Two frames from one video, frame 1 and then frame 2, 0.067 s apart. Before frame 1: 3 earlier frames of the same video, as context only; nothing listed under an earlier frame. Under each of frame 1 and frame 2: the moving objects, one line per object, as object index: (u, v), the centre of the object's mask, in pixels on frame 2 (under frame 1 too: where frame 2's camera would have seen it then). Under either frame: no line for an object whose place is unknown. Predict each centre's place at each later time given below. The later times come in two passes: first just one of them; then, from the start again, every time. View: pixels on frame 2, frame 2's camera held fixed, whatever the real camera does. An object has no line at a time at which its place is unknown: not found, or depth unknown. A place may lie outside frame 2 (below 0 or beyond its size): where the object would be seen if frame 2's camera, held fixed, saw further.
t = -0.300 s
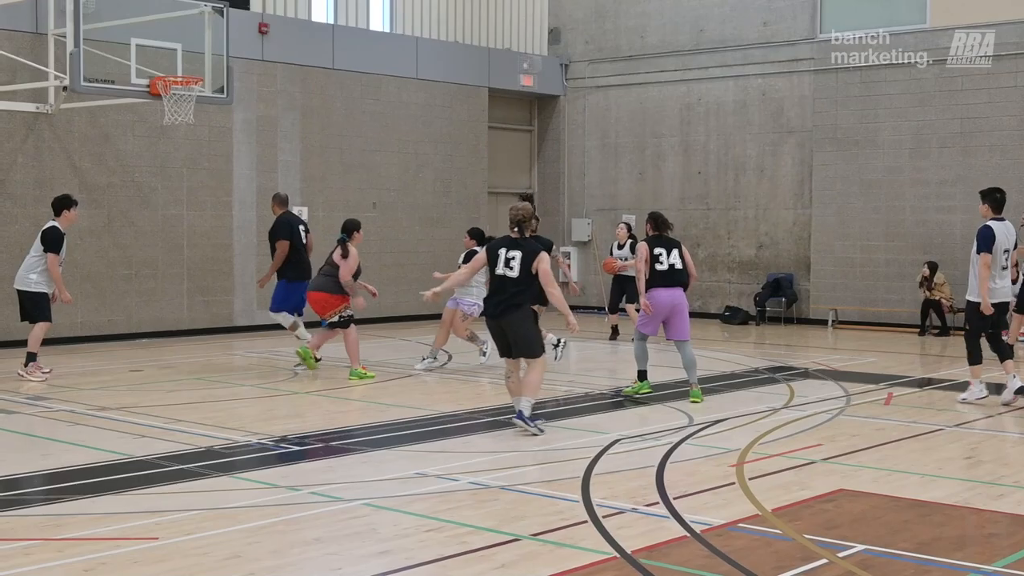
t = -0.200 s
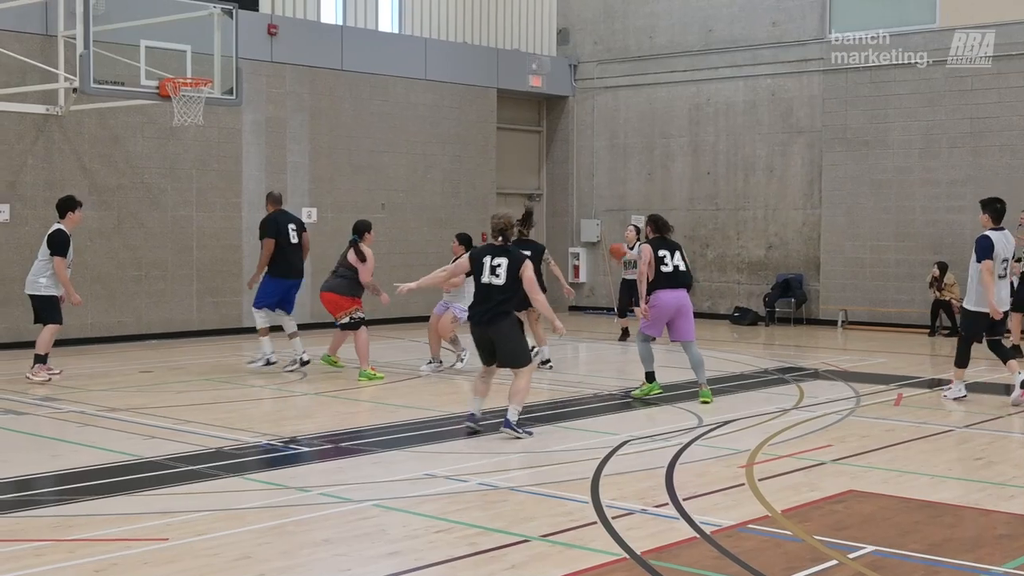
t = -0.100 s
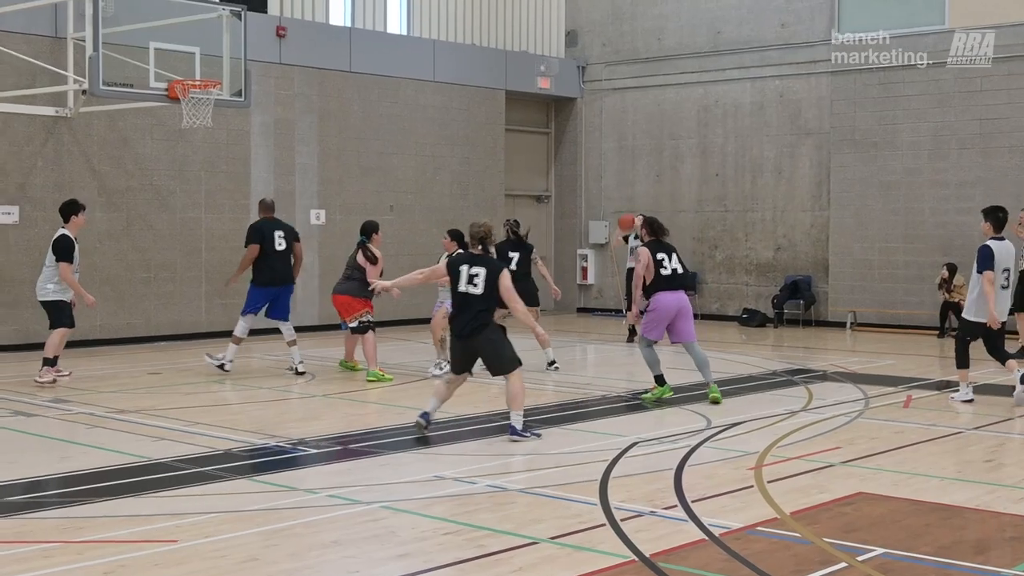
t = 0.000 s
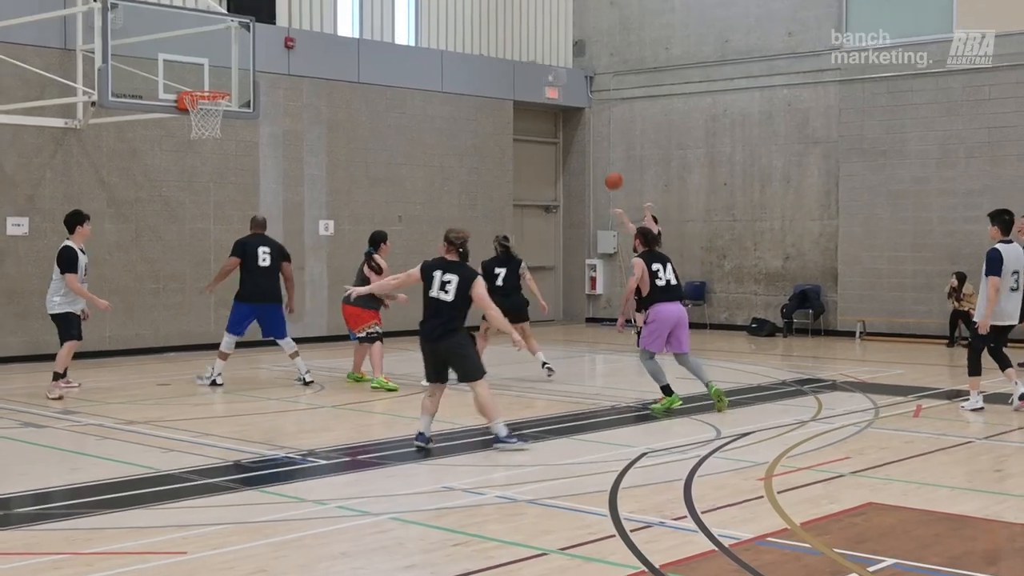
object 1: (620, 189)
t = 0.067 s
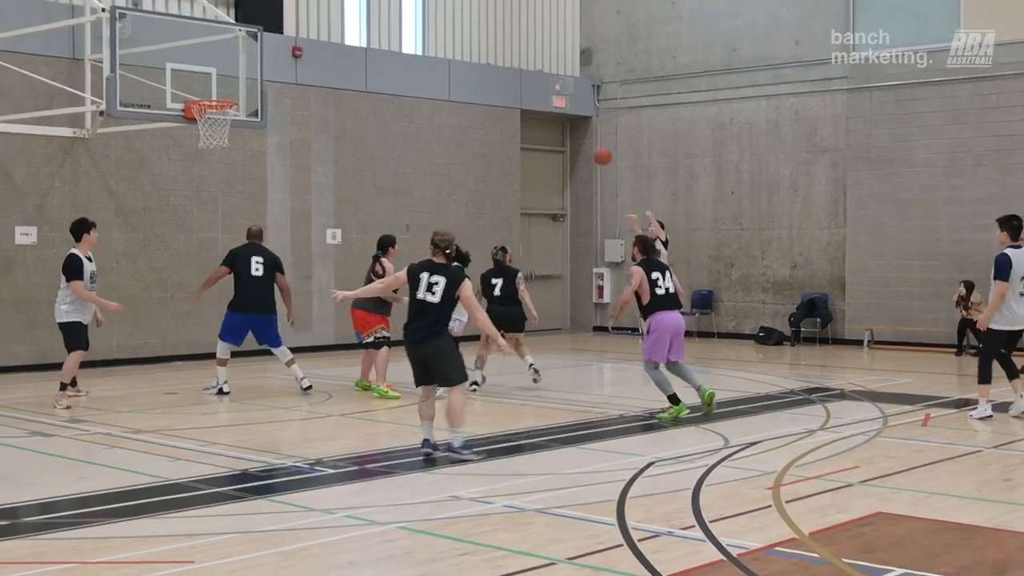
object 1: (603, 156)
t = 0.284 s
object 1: (546, 71)
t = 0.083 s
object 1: (598, 149)
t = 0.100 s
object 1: (594, 141)
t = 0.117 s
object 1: (589, 133)
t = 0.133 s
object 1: (585, 126)
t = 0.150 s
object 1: (582, 121)
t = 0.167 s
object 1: (577, 114)
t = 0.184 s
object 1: (572, 106)
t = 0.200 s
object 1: (568, 99)
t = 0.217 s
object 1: (563, 93)
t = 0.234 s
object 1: (559, 87)
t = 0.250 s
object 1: (555, 81)
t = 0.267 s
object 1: (550, 77)
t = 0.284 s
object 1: (546, 71)
